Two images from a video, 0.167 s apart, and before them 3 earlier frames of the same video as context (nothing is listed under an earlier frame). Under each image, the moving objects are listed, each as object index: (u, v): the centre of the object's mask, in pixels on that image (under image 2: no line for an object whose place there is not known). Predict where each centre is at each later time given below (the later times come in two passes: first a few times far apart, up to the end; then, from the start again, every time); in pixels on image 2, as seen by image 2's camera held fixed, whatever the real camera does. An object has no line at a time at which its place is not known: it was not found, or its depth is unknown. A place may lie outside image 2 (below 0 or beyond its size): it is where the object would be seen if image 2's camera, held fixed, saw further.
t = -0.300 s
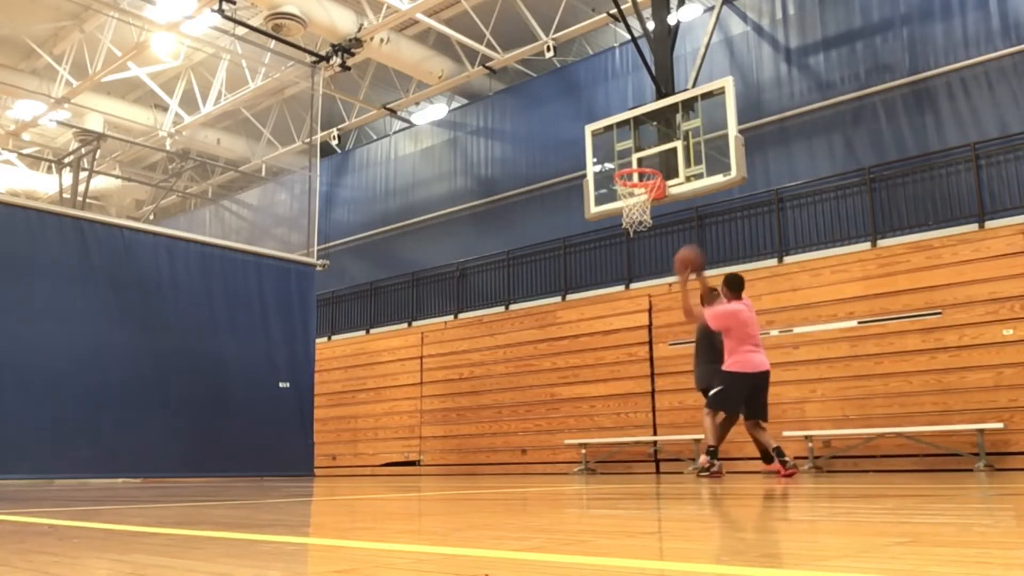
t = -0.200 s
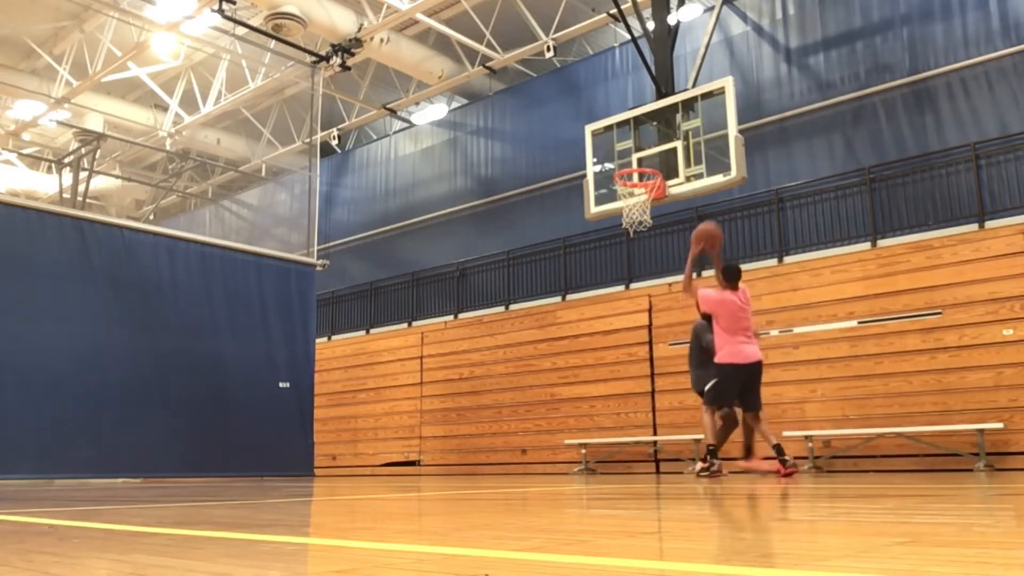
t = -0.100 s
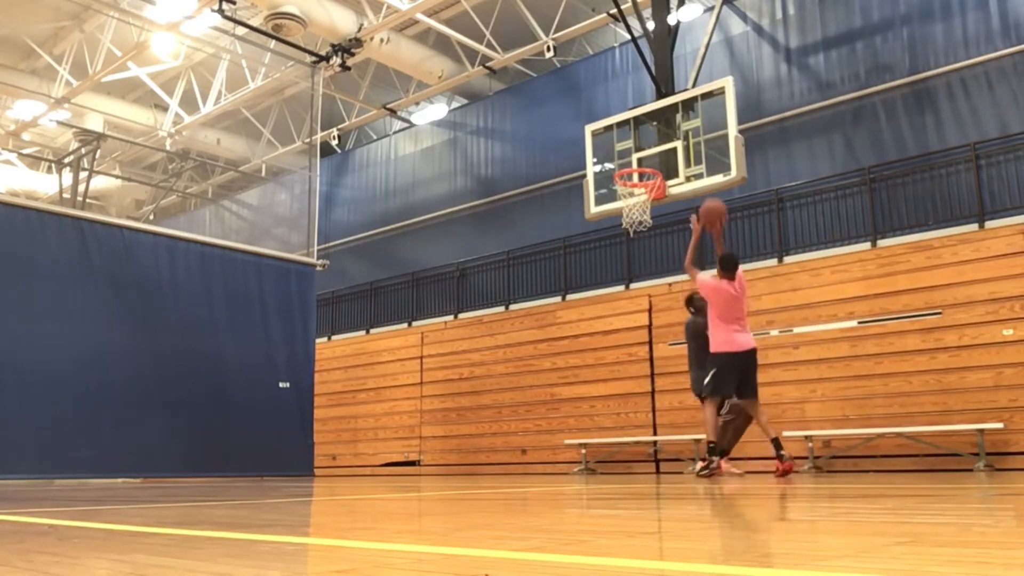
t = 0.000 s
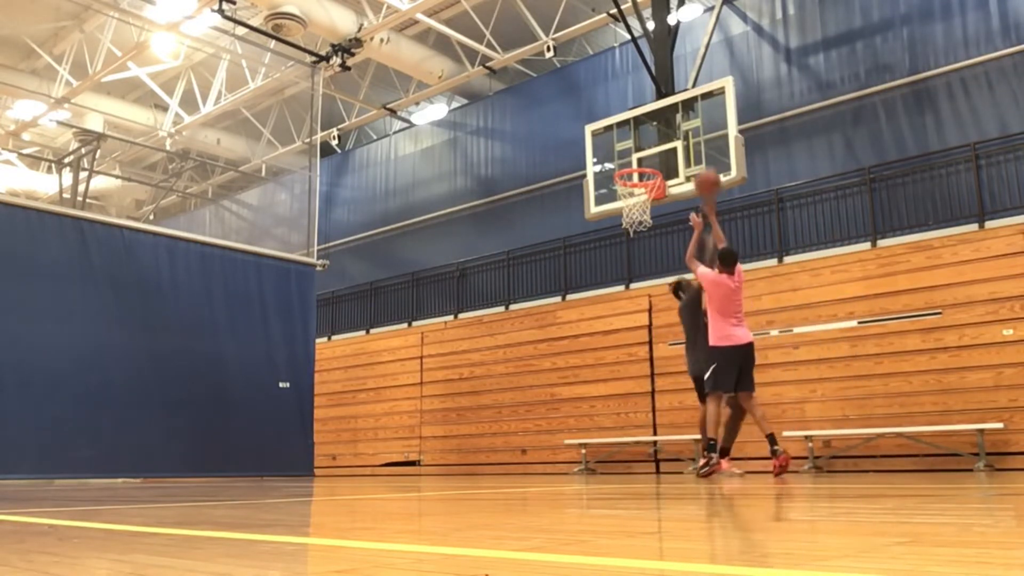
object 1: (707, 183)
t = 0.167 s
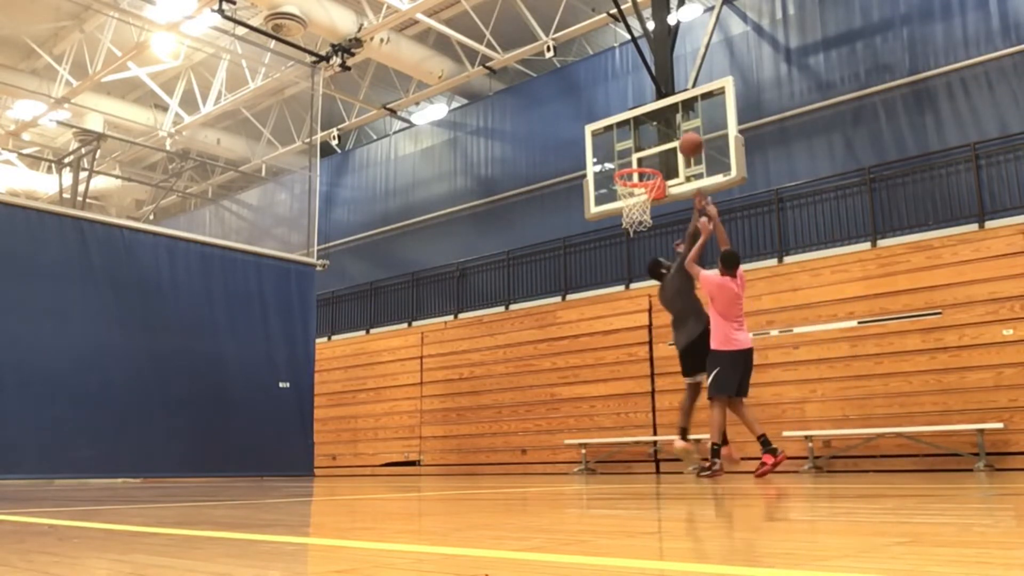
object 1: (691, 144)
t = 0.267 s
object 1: (683, 138)
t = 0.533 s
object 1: (657, 154)
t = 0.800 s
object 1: (626, 199)
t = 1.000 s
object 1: (628, 227)
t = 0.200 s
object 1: (688, 141)
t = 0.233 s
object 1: (685, 139)
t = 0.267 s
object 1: (683, 138)
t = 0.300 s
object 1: (681, 138)
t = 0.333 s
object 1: (678, 139)
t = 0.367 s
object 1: (675, 140)
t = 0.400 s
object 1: (674, 142)
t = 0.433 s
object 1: (672, 146)
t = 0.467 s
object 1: (667, 148)
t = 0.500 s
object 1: (662, 151)
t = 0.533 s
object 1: (657, 154)
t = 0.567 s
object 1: (652, 159)
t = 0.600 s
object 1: (648, 161)
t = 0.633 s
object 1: (644, 163)
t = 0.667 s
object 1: (637, 181)
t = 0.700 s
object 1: (632, 189)
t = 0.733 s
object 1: (628, 193)
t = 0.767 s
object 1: (627, 198)
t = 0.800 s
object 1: (626, 199)
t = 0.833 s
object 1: (625, 201)
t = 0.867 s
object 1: (625, 202)
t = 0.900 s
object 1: (626, 213)
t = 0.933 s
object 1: (627, 216)
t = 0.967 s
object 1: (627, 221)
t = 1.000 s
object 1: (628, 227)
